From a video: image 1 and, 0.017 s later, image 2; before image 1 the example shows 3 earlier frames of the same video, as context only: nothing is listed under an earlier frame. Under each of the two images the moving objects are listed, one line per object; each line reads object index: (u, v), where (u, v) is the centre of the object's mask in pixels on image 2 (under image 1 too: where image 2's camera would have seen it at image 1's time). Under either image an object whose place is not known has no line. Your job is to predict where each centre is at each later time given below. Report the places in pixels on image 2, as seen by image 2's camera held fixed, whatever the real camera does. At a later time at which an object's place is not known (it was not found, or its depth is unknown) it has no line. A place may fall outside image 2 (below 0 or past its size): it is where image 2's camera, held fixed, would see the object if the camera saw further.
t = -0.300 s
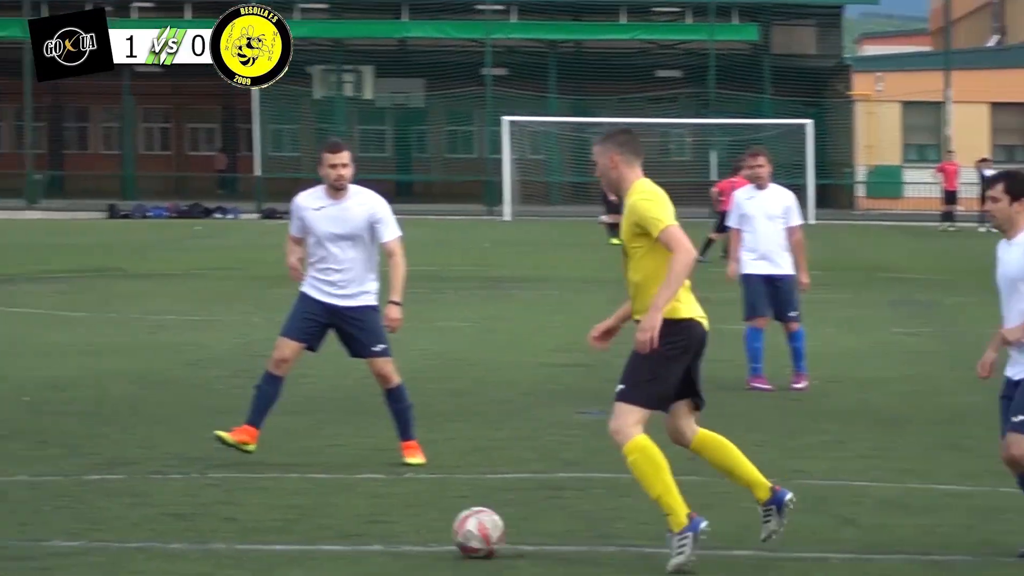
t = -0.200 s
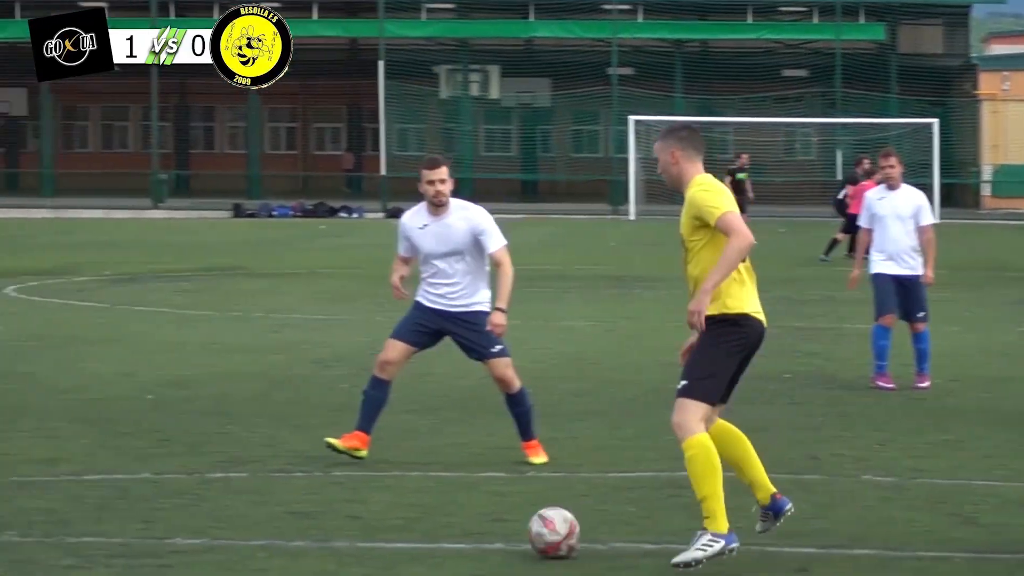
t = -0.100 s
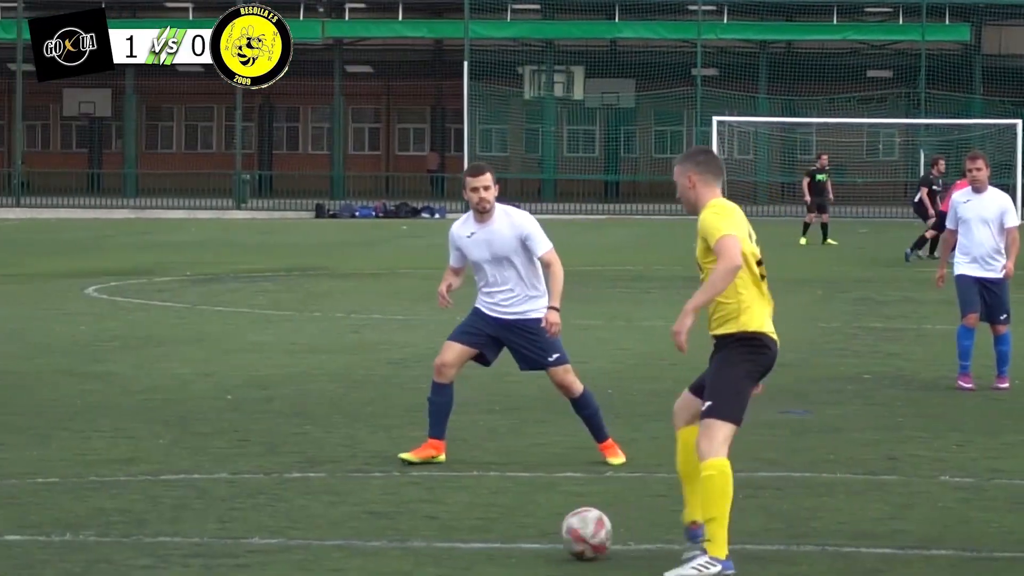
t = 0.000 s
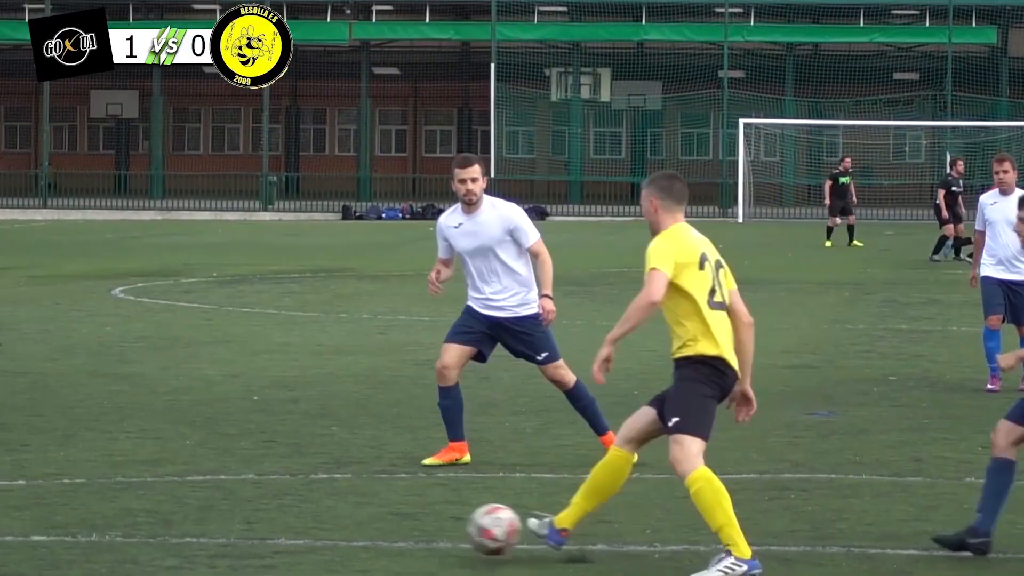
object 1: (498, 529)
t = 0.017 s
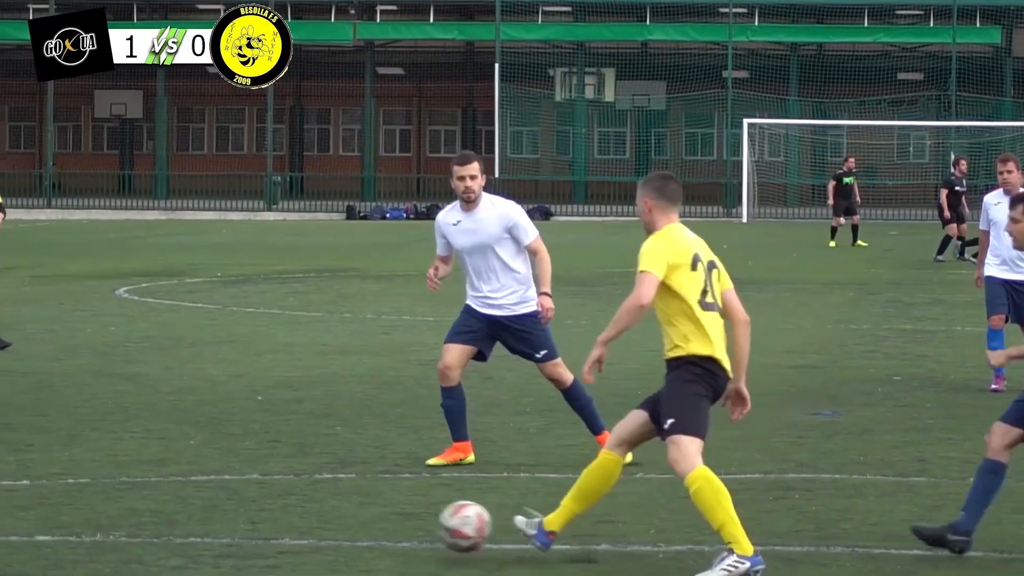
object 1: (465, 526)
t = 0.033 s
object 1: (431, 524)
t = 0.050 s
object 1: (397, 522)
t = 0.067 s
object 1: (363, 521)
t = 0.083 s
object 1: (329, 520)
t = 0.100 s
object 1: (296, 521)
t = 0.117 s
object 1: (262, 522)
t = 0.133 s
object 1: (229, 524)
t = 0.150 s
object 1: (195, 528)
